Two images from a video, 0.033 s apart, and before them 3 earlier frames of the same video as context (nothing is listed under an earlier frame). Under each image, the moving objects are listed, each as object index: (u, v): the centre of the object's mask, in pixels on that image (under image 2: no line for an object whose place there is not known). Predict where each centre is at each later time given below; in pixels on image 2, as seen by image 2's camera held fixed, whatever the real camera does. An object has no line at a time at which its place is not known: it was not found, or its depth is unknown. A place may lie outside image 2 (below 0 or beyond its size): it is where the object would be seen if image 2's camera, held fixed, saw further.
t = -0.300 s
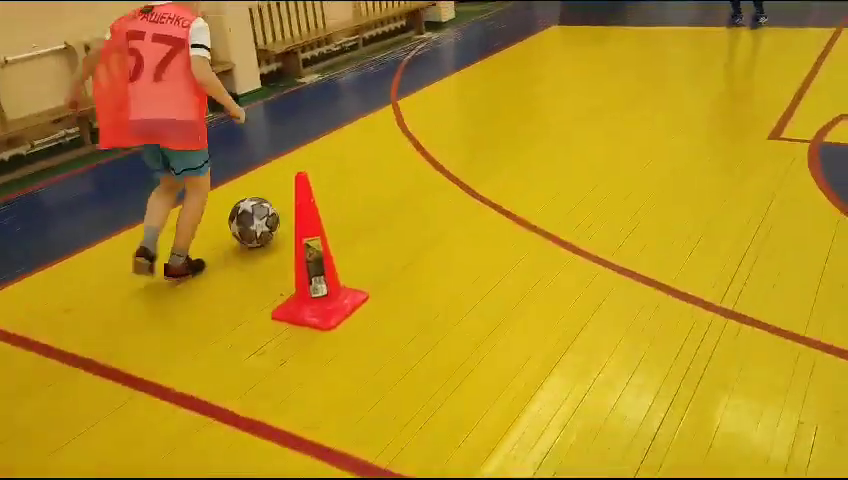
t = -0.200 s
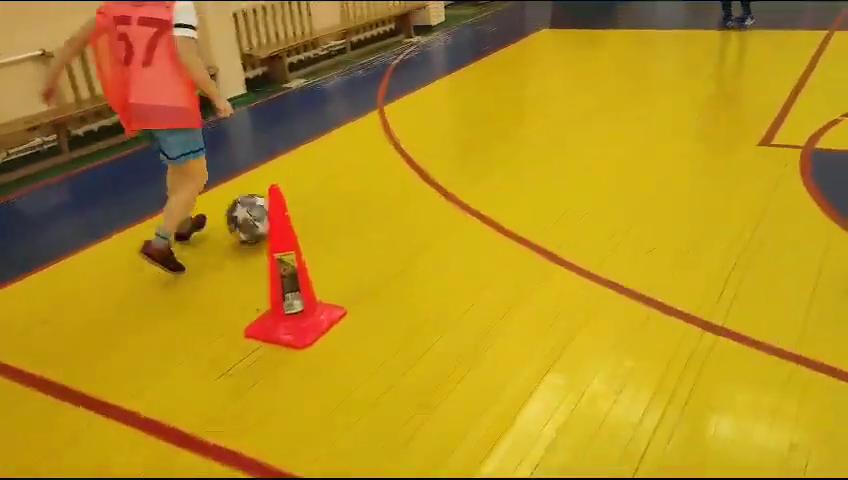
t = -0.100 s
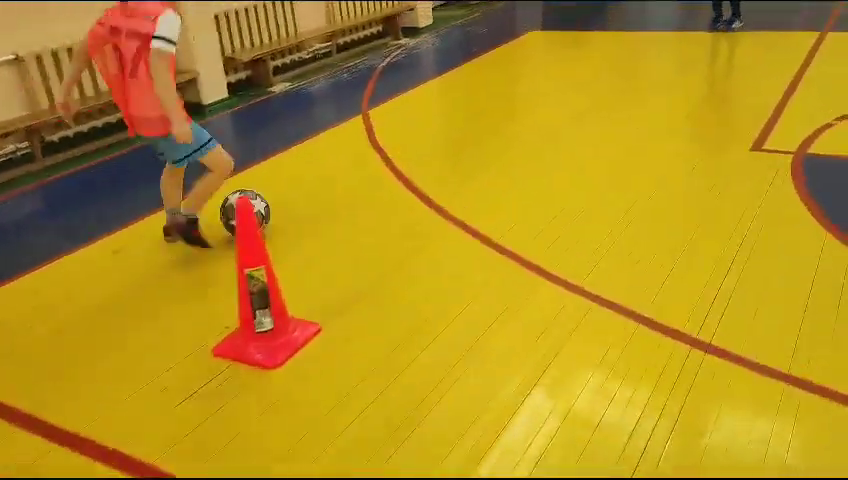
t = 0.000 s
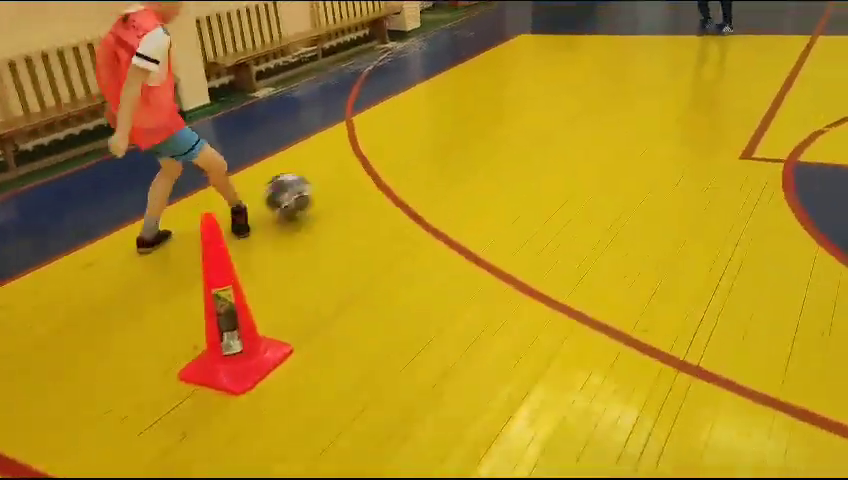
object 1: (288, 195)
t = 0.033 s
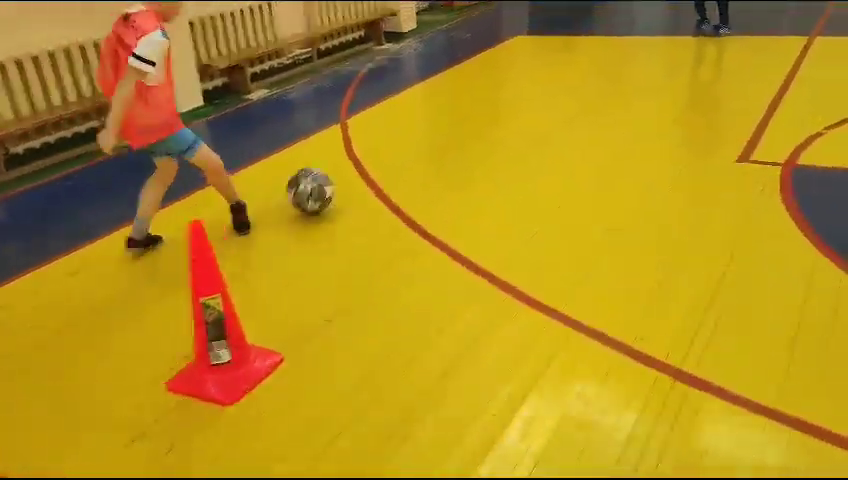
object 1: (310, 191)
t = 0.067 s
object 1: (335, 183)
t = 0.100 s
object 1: (355, 175)
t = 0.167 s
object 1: (393, 164)
